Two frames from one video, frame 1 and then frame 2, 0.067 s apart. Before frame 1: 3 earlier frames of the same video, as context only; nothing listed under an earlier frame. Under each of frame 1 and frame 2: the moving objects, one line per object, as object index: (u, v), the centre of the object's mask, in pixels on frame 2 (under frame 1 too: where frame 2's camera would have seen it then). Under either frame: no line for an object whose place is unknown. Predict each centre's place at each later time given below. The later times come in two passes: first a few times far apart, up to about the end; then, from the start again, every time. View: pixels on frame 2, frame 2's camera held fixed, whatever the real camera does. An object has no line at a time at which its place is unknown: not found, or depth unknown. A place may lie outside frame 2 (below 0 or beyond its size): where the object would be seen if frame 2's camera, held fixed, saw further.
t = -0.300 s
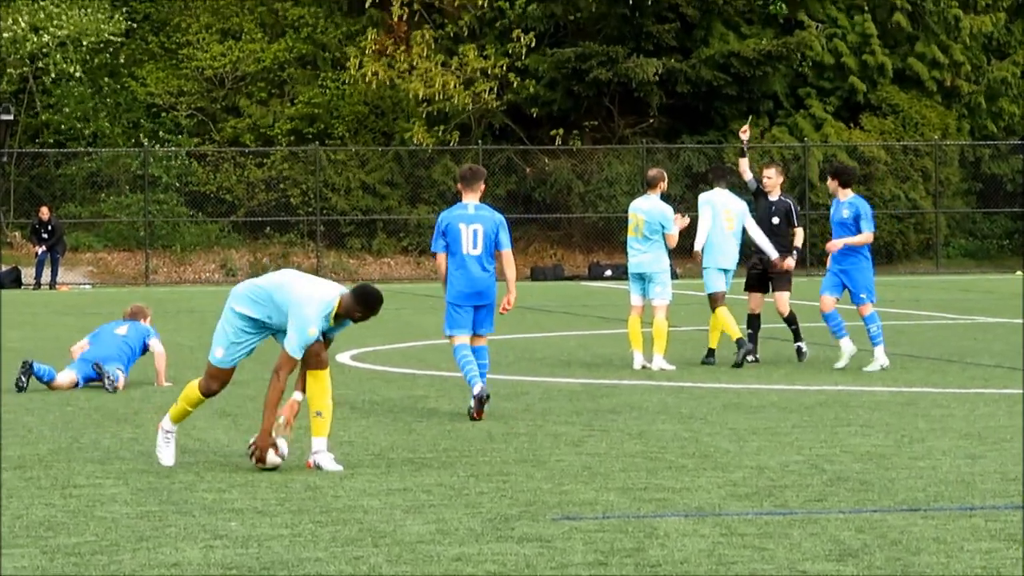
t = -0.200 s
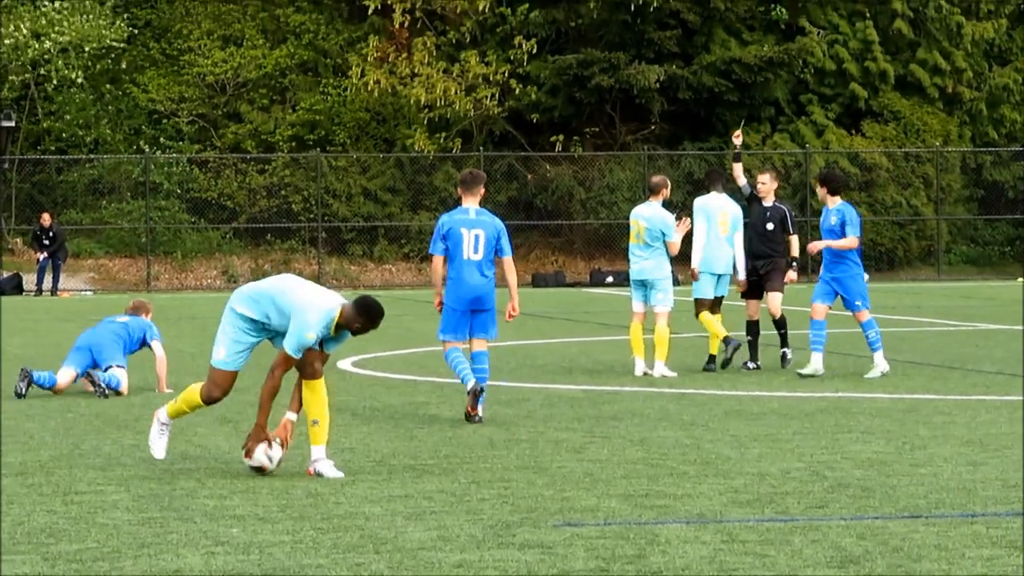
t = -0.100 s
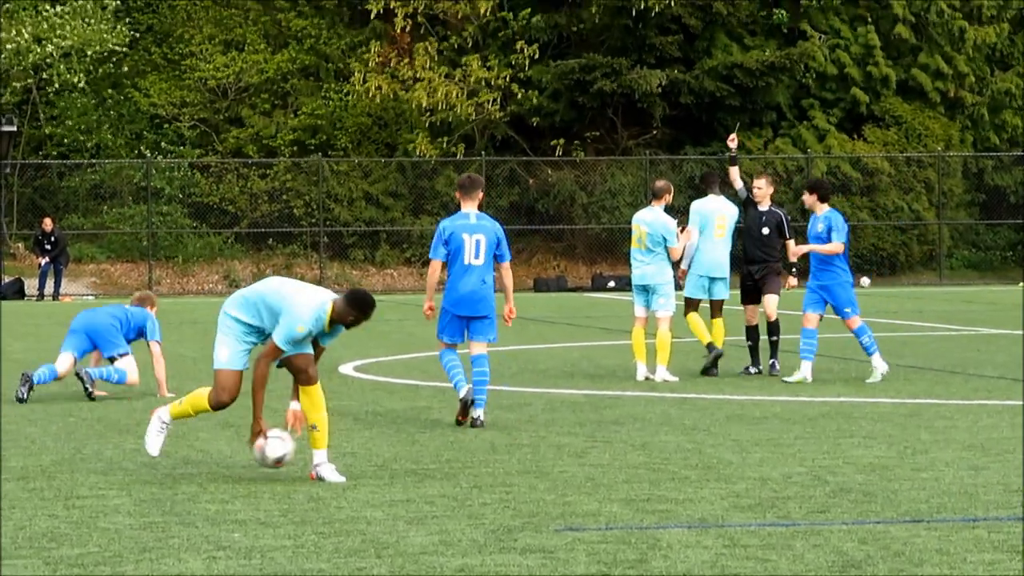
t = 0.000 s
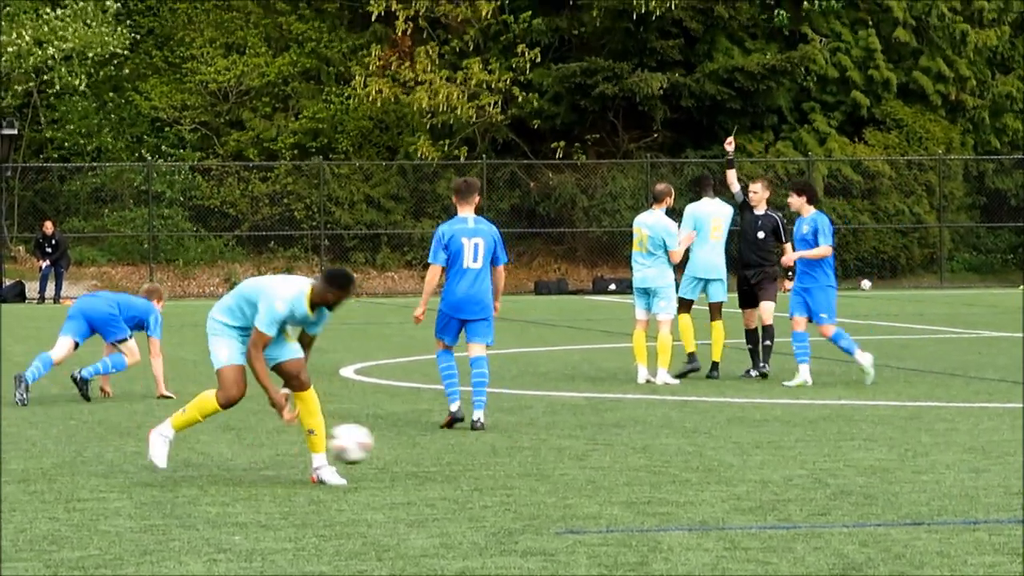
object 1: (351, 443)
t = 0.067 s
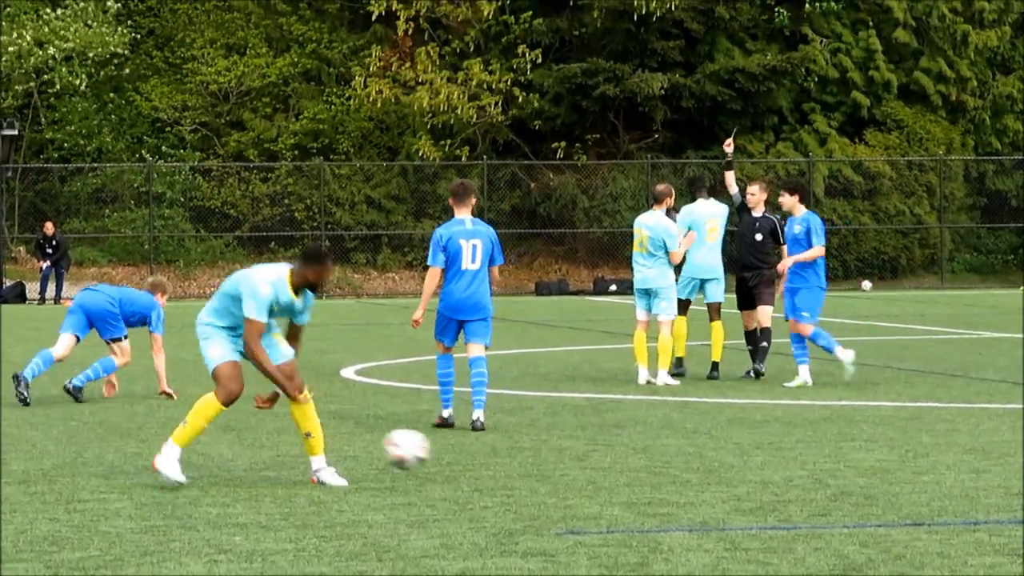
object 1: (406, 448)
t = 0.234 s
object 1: (537, 472)
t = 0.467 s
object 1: (667, 477)
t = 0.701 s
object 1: (797, 482)
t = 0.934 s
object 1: (928, 496)
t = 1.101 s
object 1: (1005, 498)
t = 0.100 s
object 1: (434, 453)
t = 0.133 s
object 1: (463, 461)
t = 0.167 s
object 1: (491, 470)
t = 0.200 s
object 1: (518, 479)
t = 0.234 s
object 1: (537, 472)
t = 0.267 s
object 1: (555, 466)
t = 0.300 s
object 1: (573, 462)
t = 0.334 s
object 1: (591, 460)
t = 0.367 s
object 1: (610, 461)
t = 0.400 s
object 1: (630, 464)
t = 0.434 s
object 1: (648, 470)
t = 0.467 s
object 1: (667, 477)
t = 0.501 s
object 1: (685, 486)
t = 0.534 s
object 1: (705, 485)
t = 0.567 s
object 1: (723, 480)
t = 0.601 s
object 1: (742, 477)
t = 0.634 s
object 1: (760, 476)
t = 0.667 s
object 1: (778, 477)
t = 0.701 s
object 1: (797, 482)
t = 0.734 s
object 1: (816, 490)
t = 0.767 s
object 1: (835, 495)
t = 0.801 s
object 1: (853, 492)
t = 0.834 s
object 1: (872, 489)
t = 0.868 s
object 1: (890, 489)
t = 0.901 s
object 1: (909, 491)
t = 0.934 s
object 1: (928, 496)
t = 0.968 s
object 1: (947, 500)
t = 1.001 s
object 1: (965, 498)
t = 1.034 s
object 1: (984, 496)
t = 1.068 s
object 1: (996, 497)
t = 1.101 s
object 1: (1005, 498)
